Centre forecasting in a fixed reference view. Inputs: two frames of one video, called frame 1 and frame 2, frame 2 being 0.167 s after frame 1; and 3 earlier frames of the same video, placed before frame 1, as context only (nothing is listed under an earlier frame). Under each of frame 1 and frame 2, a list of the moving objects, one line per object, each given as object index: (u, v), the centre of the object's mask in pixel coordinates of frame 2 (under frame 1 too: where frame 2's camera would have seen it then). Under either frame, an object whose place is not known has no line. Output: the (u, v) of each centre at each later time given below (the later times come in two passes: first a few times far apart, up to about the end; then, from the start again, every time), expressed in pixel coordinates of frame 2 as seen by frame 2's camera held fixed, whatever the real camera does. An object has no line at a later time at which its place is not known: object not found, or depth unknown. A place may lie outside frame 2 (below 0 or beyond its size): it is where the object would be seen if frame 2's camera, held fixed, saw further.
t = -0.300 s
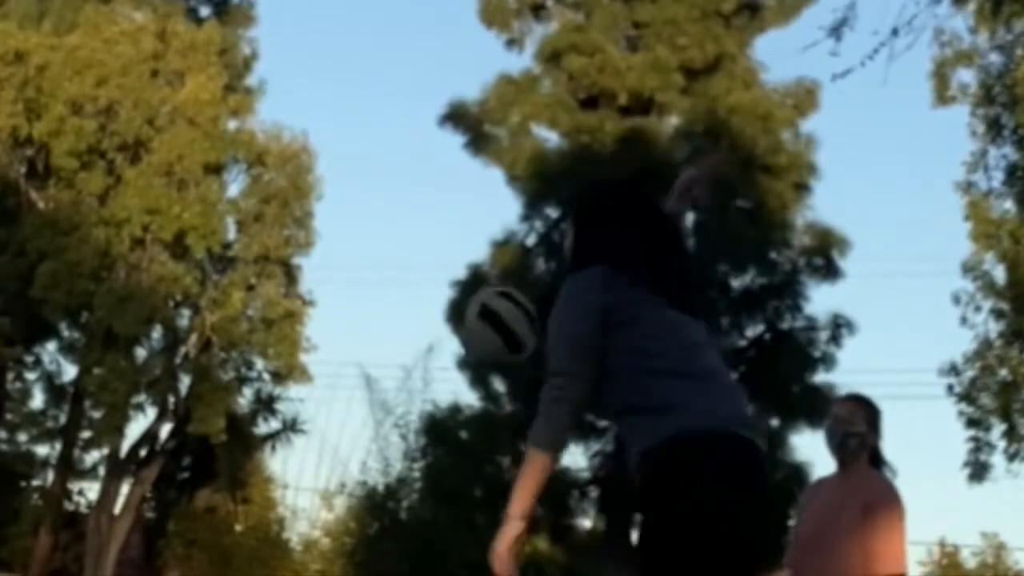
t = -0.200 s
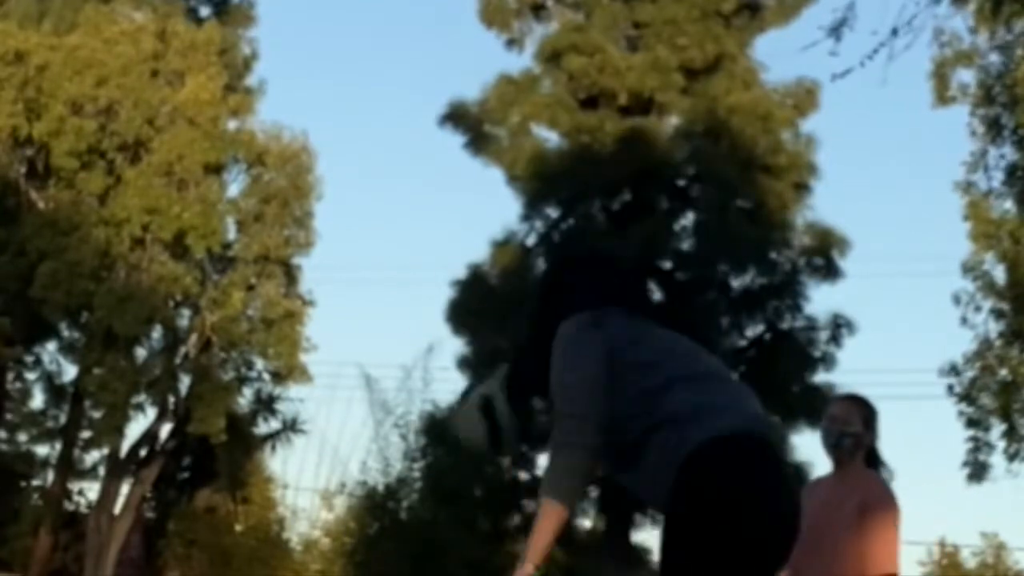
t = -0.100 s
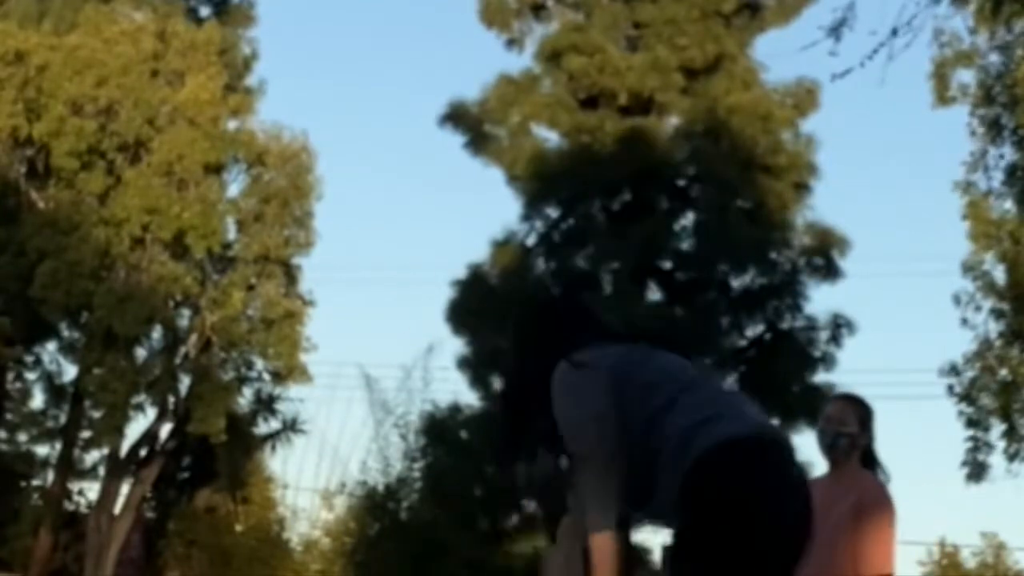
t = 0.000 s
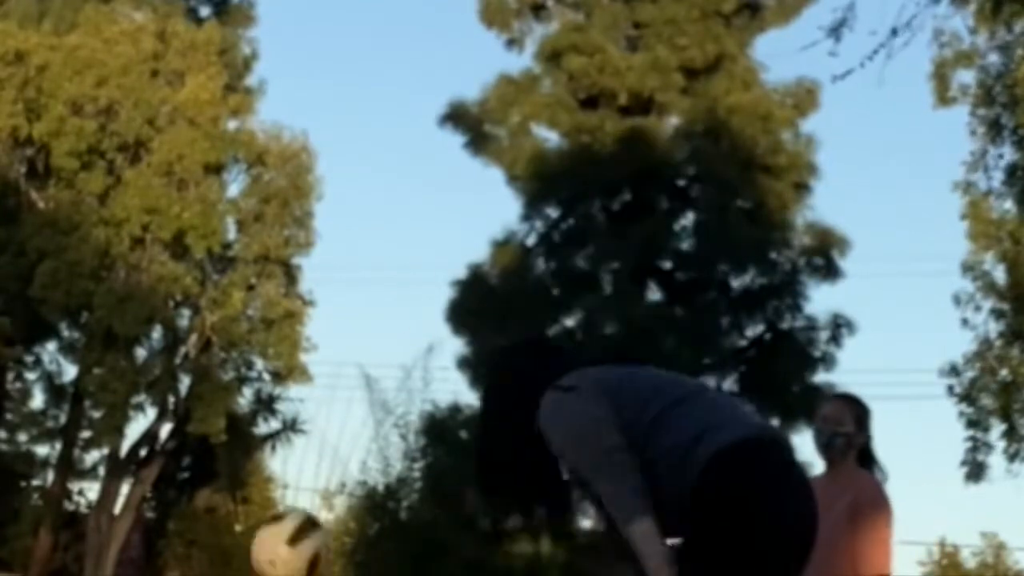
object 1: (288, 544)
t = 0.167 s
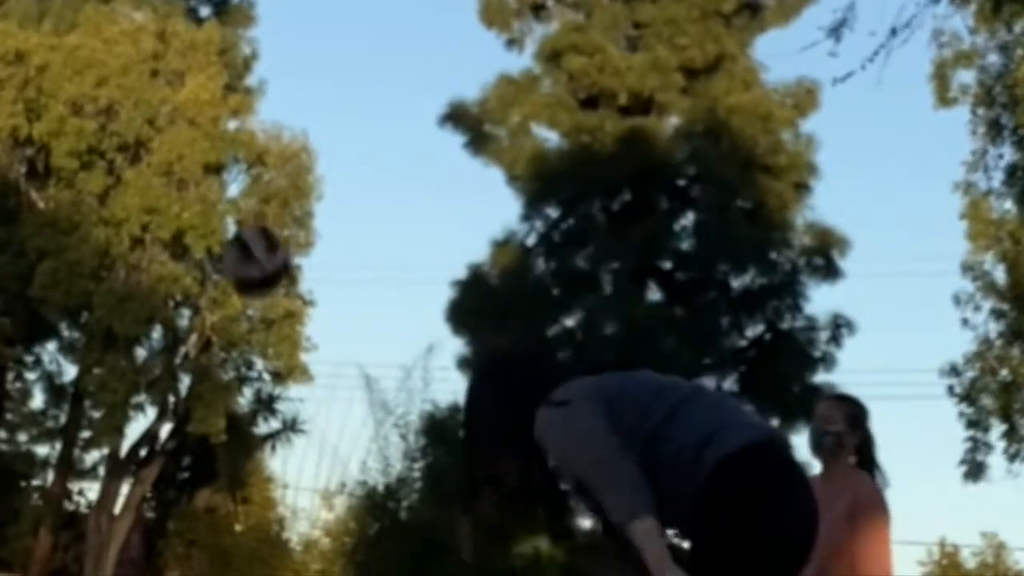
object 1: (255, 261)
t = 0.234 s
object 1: (238, 188)
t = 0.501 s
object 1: (161, 64)
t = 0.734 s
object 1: (76, 133)
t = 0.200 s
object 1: (246, 223)
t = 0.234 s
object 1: (238, 188)
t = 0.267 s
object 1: (230, 160)
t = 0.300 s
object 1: (221, 136)
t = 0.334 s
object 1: (213, 112)
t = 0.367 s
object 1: (202, 95)
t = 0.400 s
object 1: (192, 81)
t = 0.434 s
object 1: (181, 71)
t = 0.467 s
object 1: (172, 66)
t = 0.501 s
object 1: (161, 64)
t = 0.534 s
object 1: (150, 64)
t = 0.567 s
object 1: (140, 68)
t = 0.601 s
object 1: (127, 73)
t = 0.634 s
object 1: (114, 84)
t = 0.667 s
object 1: (102, 97)
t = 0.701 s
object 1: (89, 113)
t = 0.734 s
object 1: (76, 133)
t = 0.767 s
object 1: (62, 152)
